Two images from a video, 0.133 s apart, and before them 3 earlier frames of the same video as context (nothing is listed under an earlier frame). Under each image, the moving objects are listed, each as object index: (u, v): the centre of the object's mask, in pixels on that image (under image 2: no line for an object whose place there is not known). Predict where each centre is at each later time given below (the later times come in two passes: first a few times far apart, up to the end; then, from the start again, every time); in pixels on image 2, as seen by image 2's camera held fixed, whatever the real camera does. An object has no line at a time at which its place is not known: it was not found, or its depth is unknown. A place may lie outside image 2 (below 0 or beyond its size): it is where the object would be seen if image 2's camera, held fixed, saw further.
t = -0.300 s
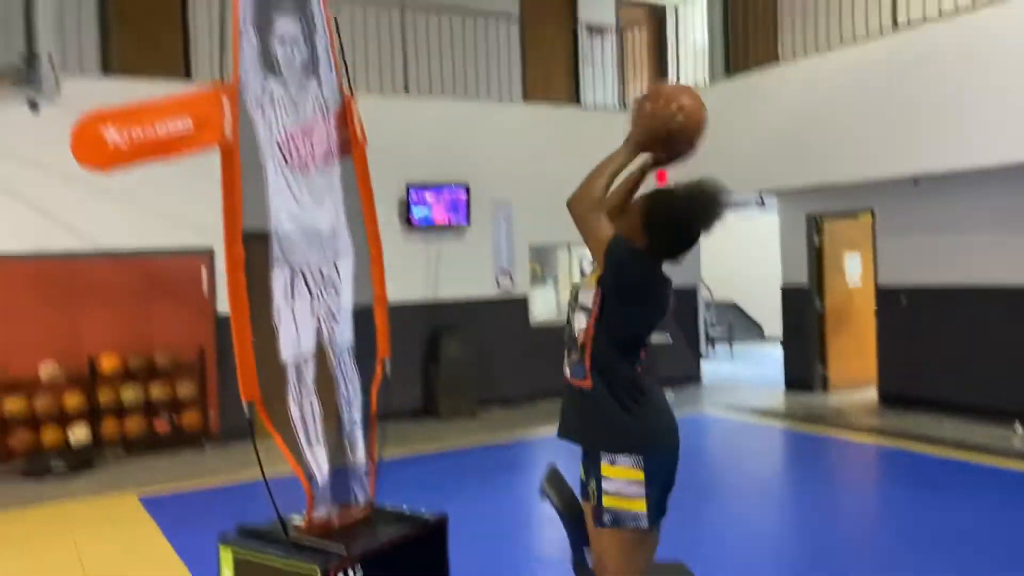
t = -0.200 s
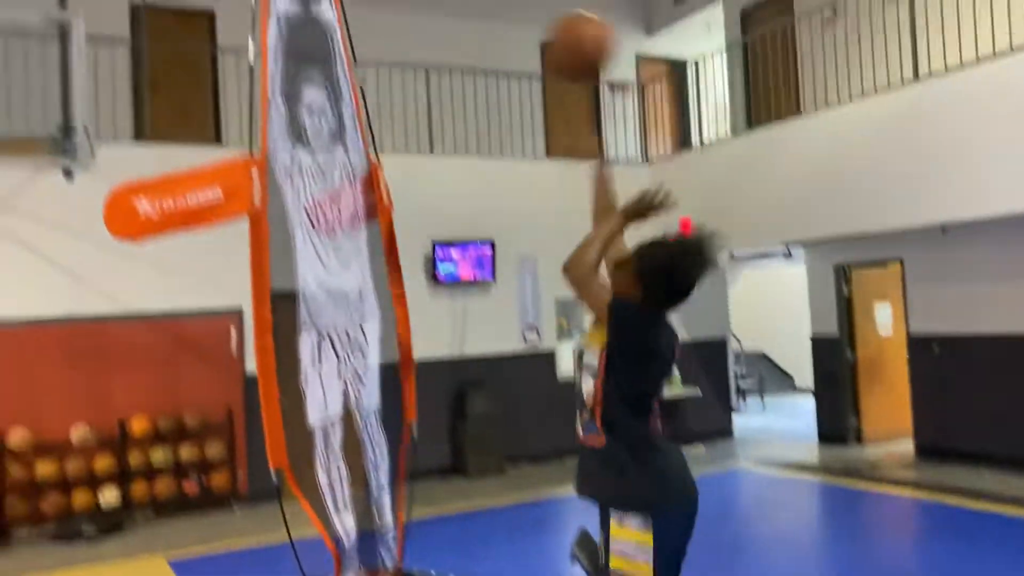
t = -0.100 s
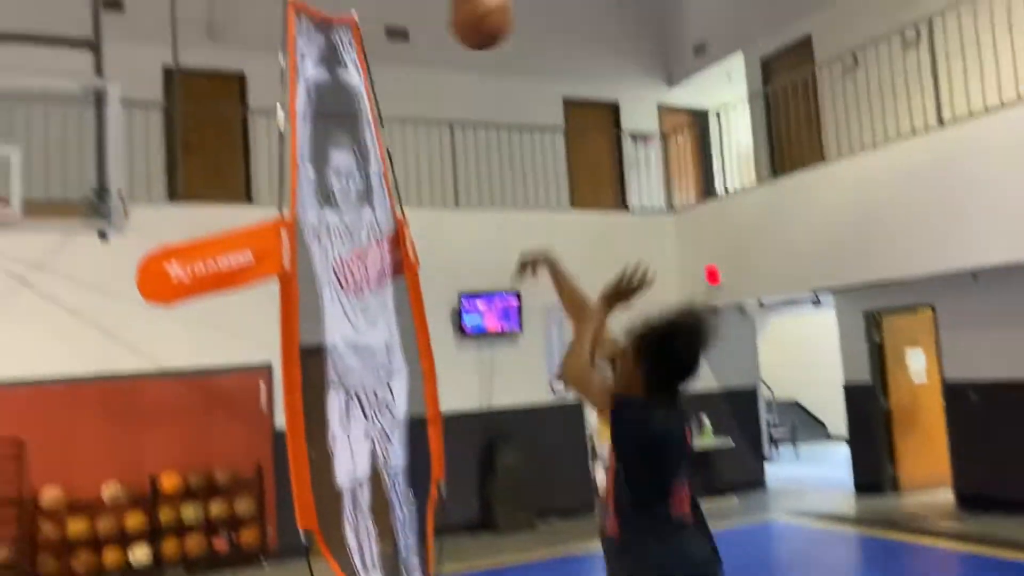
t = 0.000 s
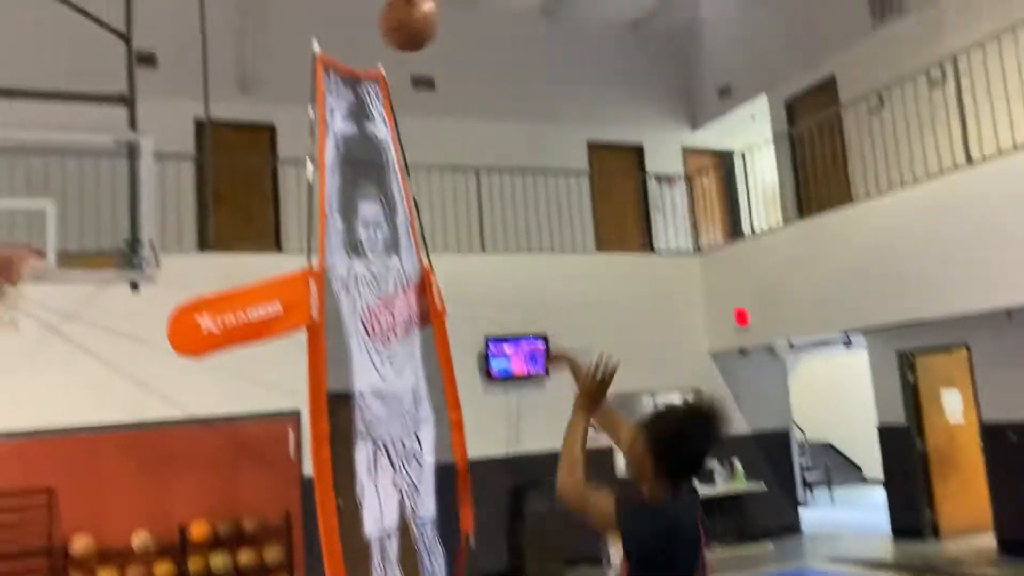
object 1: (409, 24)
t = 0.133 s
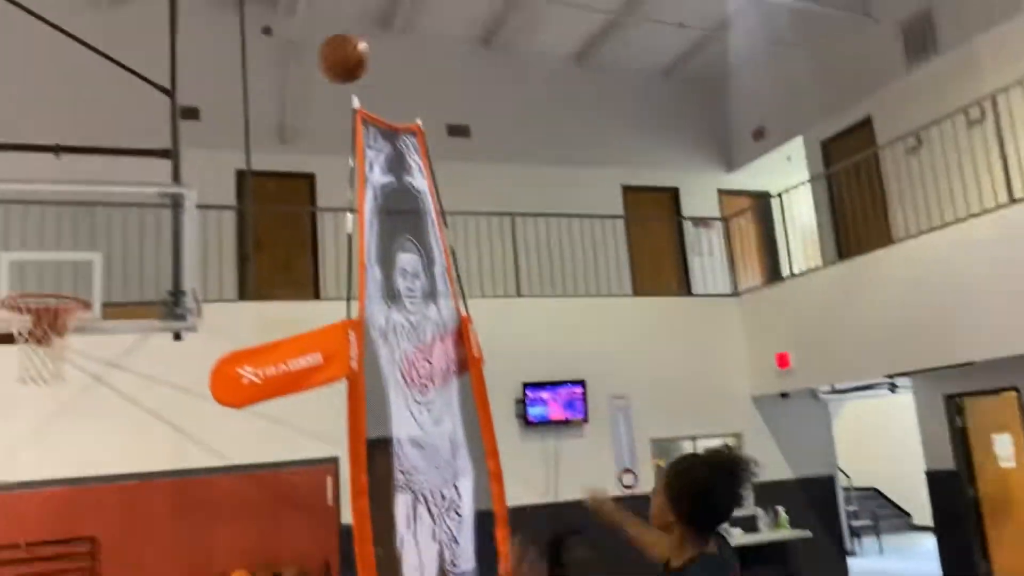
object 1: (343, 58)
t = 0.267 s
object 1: (264, 75)
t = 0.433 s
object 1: (183, 129)
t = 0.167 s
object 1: (322, 60)
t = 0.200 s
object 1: (303, 63)
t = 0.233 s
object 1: (283, 68)
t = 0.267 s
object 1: (264, 75)
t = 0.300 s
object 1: (247, 84)
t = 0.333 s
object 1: (229, 93)
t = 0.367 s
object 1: (214, 104)
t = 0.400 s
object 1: (197, 117)
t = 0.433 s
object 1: (183, 129)
